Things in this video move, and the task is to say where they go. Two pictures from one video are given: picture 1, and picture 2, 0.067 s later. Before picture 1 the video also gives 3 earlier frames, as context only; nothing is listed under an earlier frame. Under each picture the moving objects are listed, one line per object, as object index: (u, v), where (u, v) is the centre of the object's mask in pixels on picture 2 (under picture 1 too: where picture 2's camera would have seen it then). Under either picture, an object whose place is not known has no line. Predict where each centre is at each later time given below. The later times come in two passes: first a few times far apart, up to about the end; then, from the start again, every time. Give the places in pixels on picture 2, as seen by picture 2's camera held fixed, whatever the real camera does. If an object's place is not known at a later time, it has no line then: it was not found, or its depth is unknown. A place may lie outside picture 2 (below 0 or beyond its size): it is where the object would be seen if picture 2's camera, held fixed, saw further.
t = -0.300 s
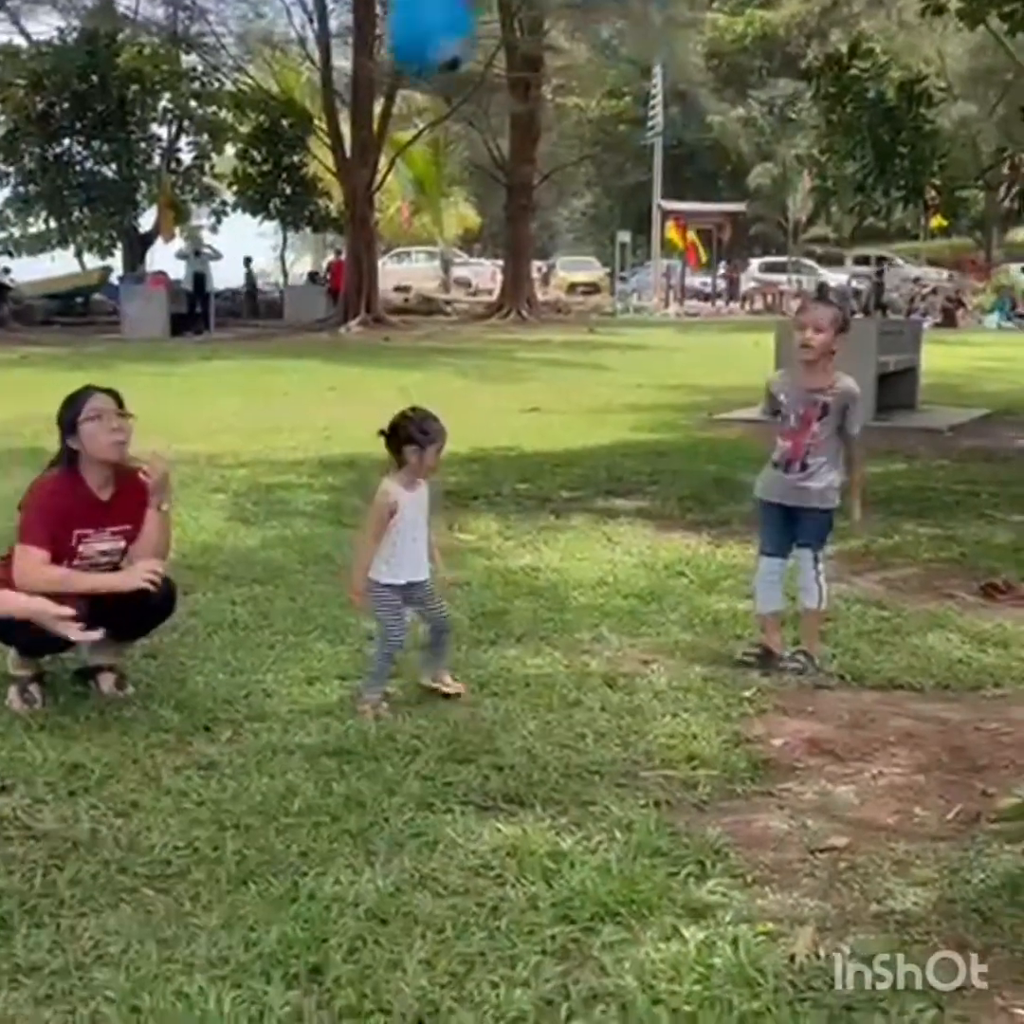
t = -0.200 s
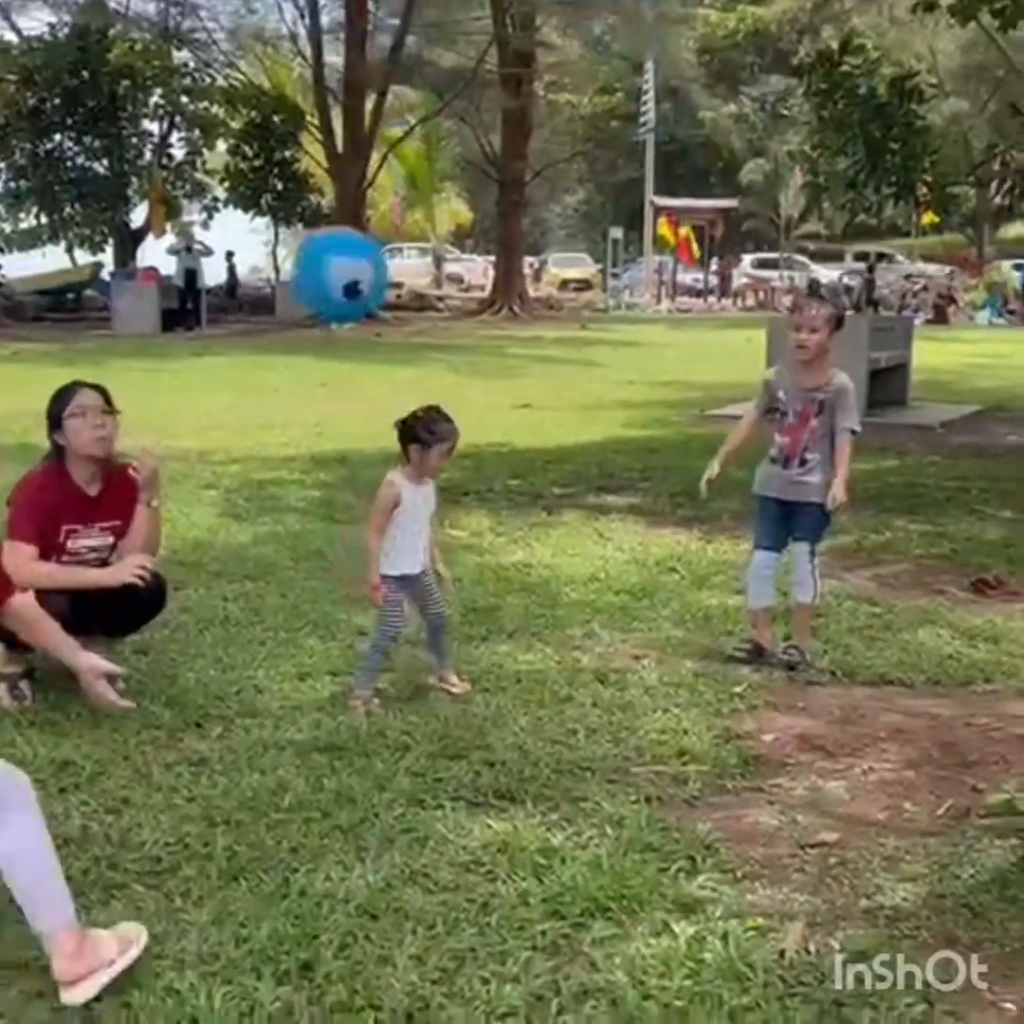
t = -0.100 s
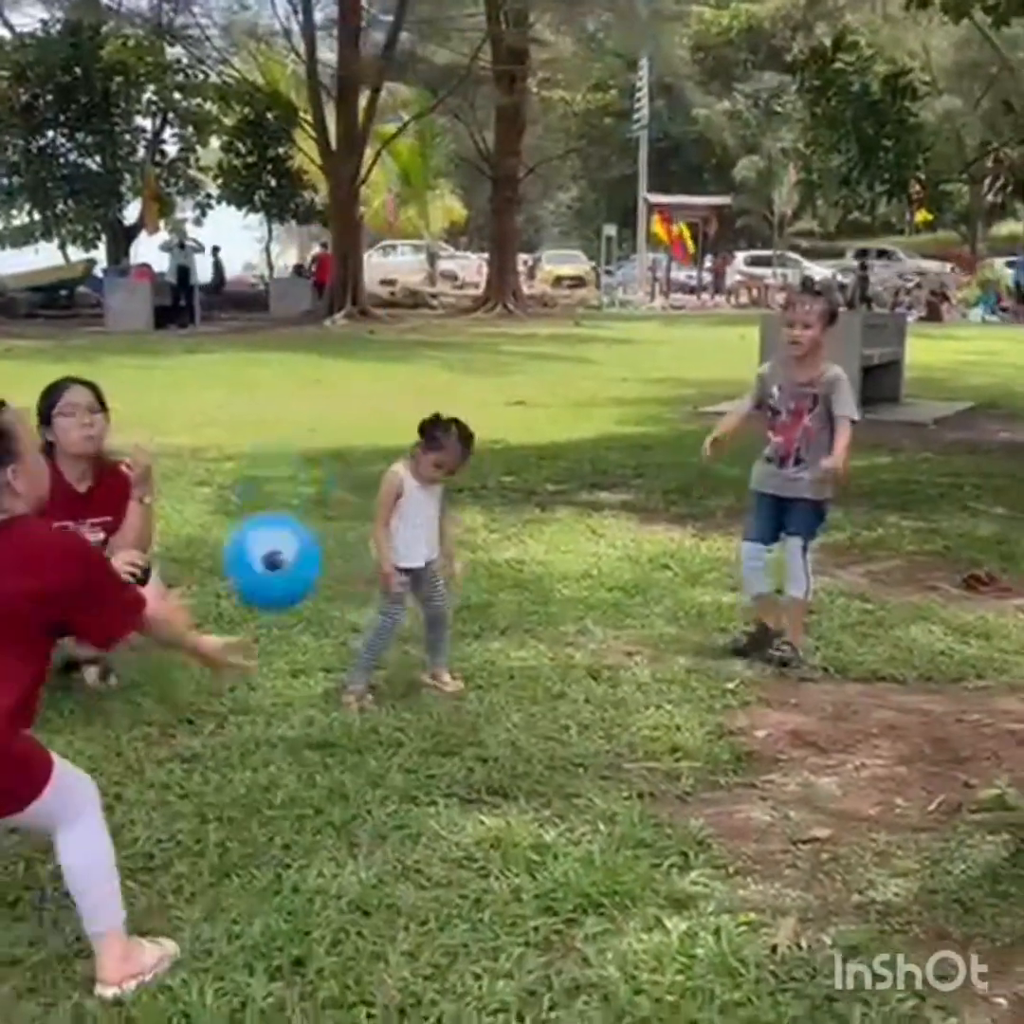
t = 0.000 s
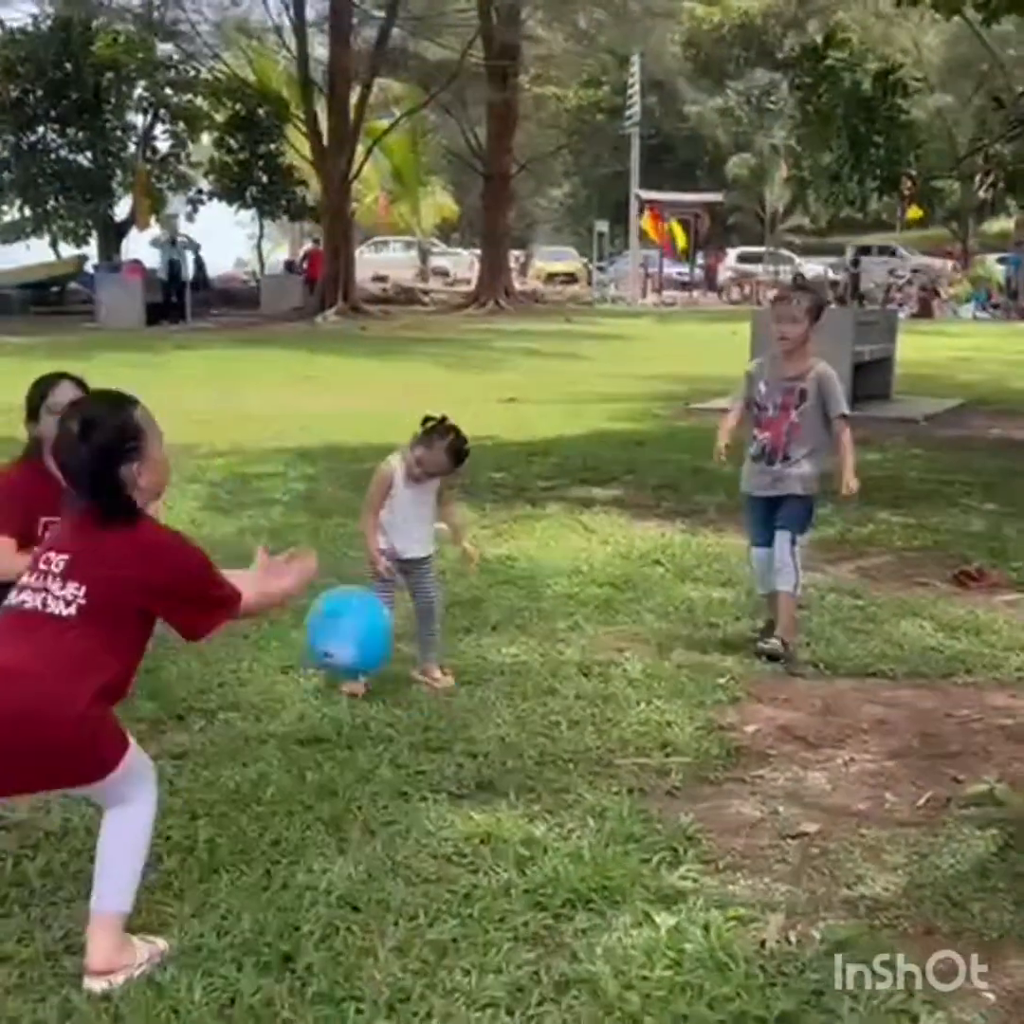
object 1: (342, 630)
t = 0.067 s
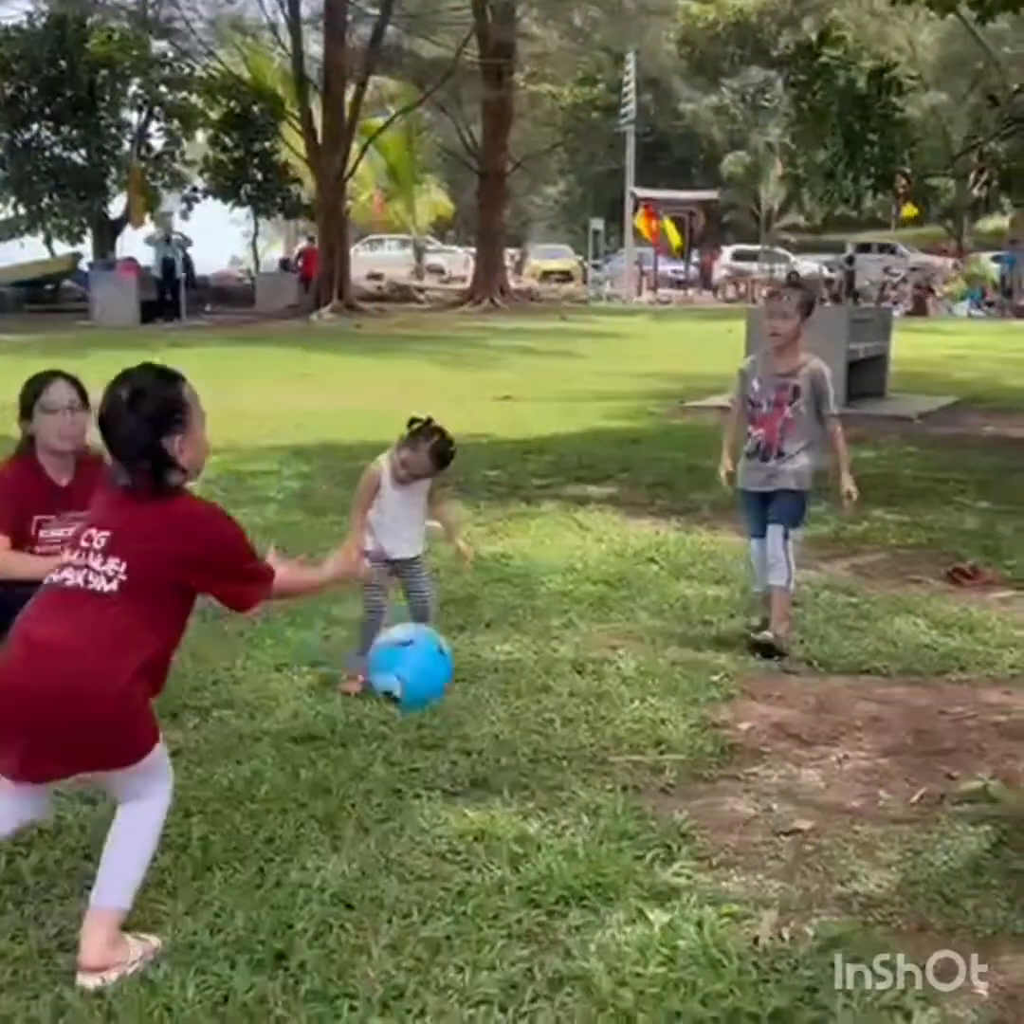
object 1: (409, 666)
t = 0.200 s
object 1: (510, 672)
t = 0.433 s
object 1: (630, 651)
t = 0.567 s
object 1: (678, 620)
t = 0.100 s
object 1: (429, 687)
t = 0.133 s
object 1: (465, 742)
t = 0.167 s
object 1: (480, 725)
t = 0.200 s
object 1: (510, 672)
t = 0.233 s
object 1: (524, 654)
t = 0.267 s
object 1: (550, 625)
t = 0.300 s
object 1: (564, 619)
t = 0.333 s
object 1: (586, 616)
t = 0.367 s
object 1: (599, 620)
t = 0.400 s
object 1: (620, 638)
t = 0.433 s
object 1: (630, 651)
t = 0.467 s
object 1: (647, 657)
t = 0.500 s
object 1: (656, 640)
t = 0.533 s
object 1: (671, 623)
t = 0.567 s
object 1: (678, 620)
